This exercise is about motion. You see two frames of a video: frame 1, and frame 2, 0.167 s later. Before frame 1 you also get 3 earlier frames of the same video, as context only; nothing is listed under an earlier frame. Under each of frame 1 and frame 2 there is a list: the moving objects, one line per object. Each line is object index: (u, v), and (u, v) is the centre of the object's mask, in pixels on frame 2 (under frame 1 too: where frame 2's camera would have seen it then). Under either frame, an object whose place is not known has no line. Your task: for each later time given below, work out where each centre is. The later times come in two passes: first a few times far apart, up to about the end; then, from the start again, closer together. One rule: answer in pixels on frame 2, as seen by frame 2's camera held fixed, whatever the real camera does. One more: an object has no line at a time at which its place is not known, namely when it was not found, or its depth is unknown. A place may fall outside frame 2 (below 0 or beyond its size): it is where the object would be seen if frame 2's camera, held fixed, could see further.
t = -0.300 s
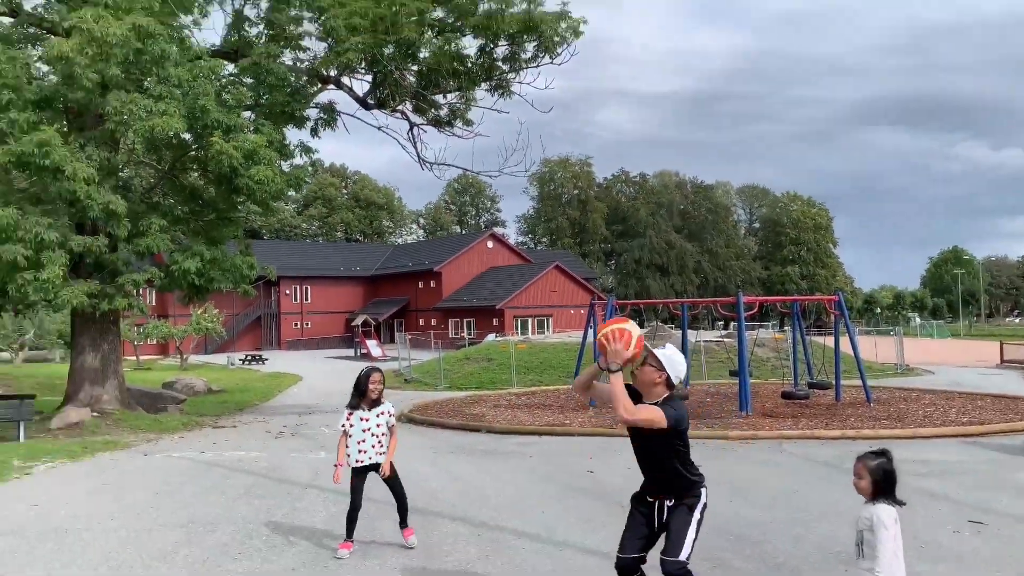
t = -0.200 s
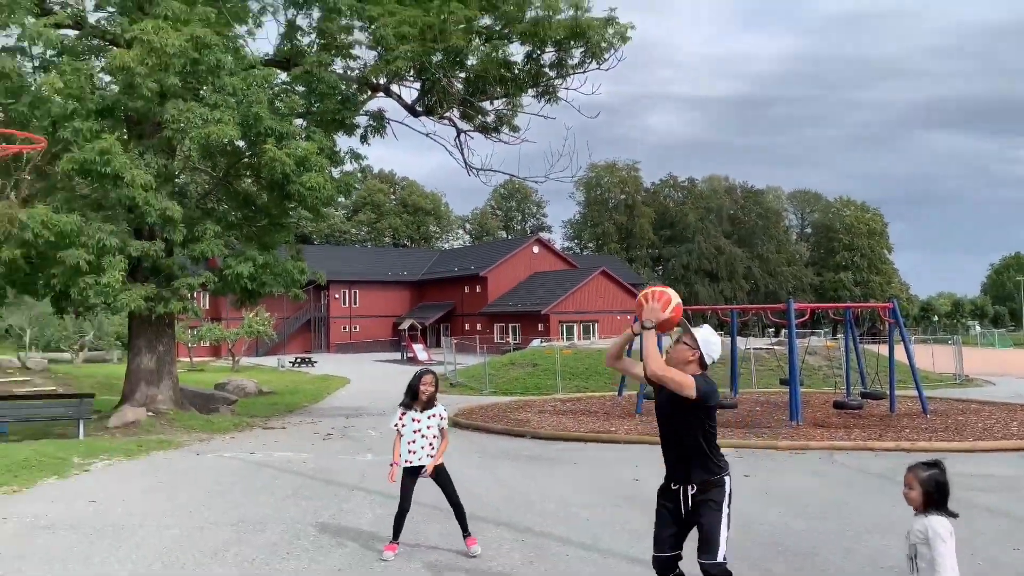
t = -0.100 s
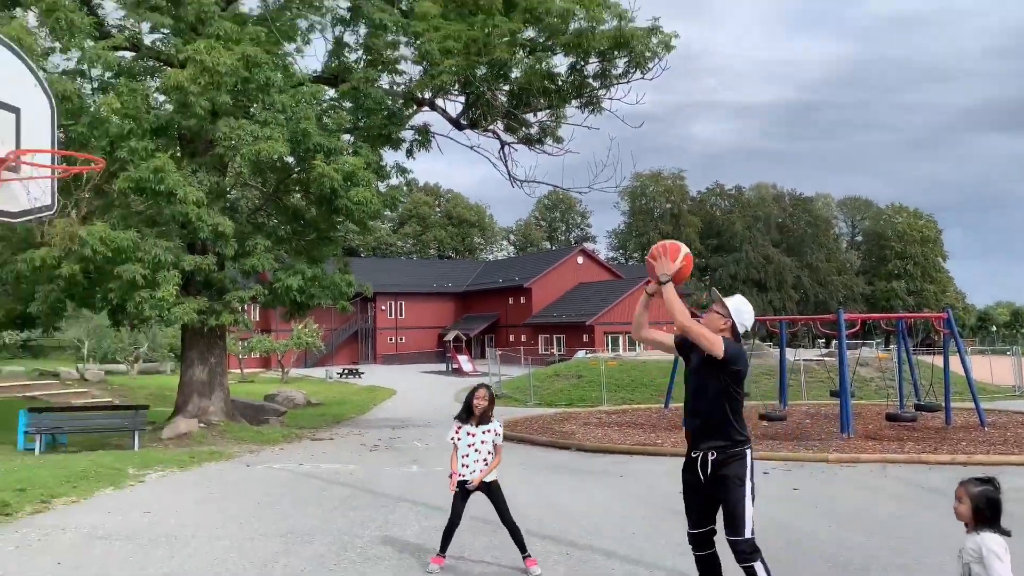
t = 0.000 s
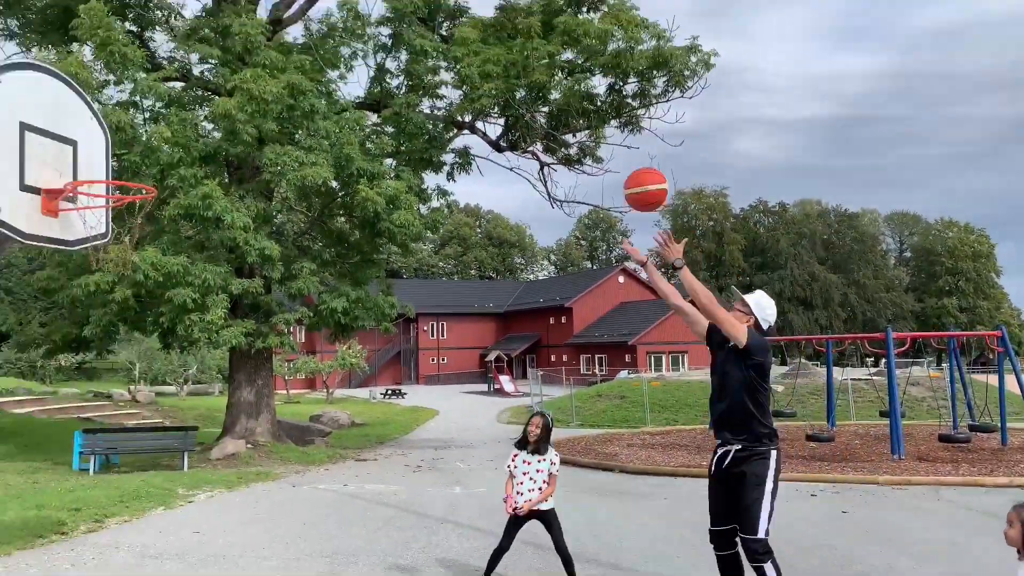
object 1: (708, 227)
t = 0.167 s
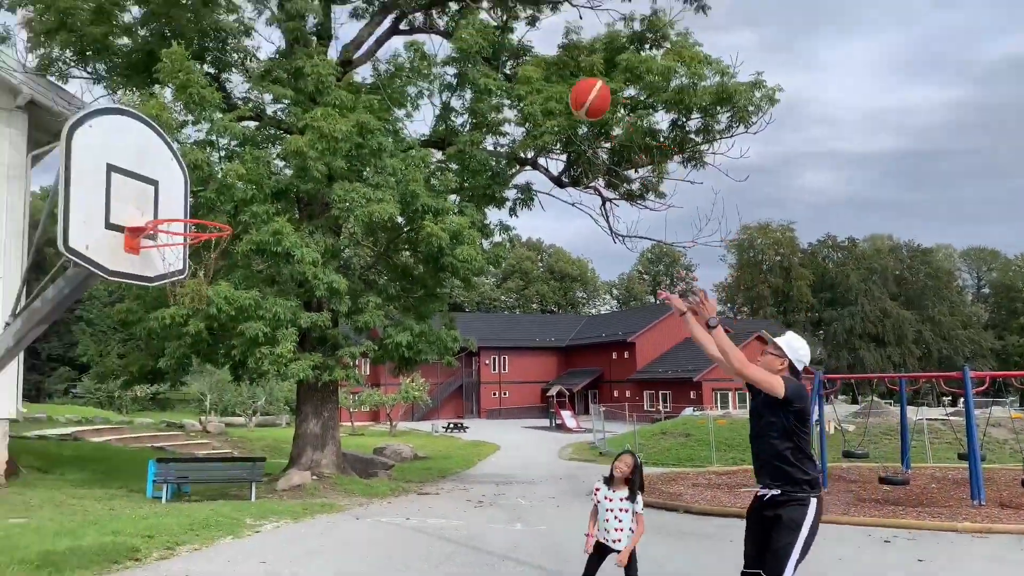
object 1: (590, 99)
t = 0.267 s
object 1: (526, 51)
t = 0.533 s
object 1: (371, 16)
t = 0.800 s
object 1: (231, 94)
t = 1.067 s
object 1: (201, 241)
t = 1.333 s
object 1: (223, 257)
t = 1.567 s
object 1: (205, 328)
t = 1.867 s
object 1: (171, 563)
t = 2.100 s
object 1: (169, 497)
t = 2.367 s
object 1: (180, 368)
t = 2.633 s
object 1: (190, 362)
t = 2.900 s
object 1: (199, 473)
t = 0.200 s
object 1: (568, 81)
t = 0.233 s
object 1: (547, 65)
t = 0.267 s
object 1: (526, 51)
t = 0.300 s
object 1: (505, 41)
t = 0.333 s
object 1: (487, 31)
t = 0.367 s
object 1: (467, 24)
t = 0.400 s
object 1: (447, 18)
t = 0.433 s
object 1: (428, 15)
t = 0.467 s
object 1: (408, 13)
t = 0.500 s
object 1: (390, 14)
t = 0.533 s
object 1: (371, 16)
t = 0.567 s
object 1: (354, 20)
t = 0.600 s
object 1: (336, 27)
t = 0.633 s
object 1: (317, 33)
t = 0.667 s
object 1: (300, 40)
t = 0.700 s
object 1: (283, 52)
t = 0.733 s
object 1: (266, 65)
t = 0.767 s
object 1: (249, 78)
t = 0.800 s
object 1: (231, 94)
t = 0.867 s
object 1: (197, 128)
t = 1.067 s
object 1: (201, 241)
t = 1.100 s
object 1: (214, 255)
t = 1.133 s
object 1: (219, 257)
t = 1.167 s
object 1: (222, 253)
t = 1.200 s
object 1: (224, 251)
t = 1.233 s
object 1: (225, 251)
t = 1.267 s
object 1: (225, 252)
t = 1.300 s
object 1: (224, 253)
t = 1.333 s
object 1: (223, 257)
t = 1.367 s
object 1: (222, 262)
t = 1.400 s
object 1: (219, 267)
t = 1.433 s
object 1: (216, 275)
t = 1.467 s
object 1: (213, 286)
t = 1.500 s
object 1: (211, 298)
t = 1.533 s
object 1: (208, 312)
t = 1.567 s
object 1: (205, 328)
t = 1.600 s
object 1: (201, 347)
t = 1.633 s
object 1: (198, 366)
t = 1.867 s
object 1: (171, 563)
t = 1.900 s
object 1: (170, 581)
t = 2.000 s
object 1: (166, 580)
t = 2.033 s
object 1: (167, 551)
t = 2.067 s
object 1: (168, 523)
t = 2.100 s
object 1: (169, 497)
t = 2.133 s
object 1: (171, 474)
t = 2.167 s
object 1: (172, 452)
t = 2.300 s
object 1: (177, 388)
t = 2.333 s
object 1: (178, 377)
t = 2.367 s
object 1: (180, 368)
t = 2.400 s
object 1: (181, 361)
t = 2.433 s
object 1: (182, 355)
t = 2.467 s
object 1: (184, 352)
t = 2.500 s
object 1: (185, 351)
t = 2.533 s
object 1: (186, 351)
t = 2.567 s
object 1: (188, 353)
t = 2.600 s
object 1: (189, 357)
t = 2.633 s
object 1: (190, 362)
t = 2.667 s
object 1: (191, 369)
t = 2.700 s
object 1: (193, 378)
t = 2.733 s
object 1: (194, 389)
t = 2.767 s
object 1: (195, 402)
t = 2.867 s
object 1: (199, 452)
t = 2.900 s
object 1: (199, 473)
